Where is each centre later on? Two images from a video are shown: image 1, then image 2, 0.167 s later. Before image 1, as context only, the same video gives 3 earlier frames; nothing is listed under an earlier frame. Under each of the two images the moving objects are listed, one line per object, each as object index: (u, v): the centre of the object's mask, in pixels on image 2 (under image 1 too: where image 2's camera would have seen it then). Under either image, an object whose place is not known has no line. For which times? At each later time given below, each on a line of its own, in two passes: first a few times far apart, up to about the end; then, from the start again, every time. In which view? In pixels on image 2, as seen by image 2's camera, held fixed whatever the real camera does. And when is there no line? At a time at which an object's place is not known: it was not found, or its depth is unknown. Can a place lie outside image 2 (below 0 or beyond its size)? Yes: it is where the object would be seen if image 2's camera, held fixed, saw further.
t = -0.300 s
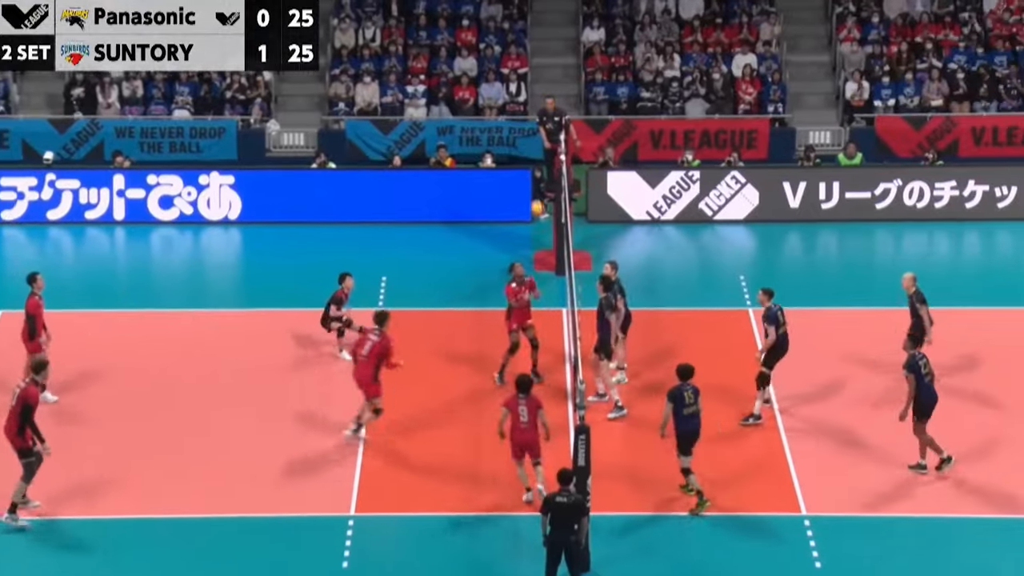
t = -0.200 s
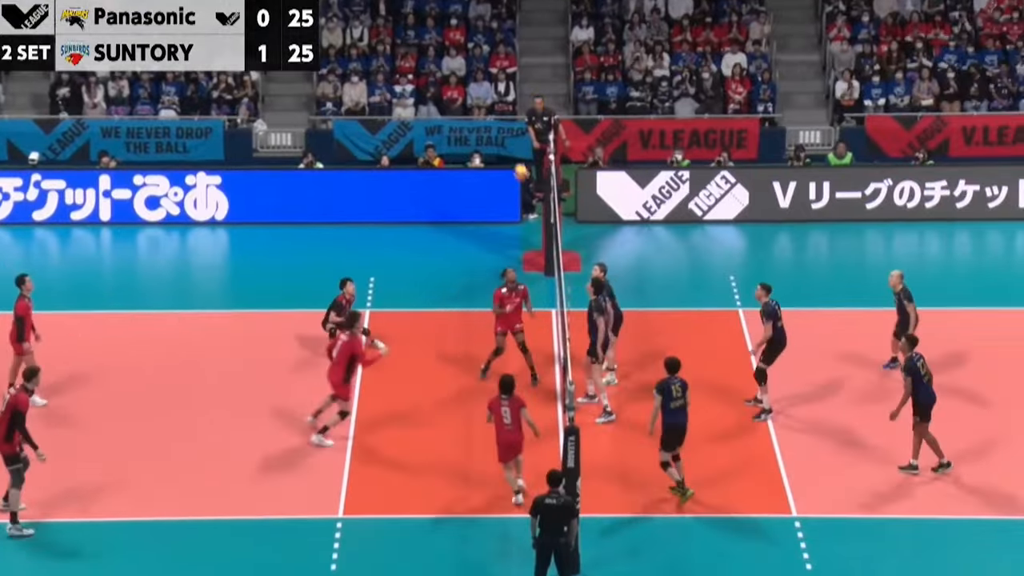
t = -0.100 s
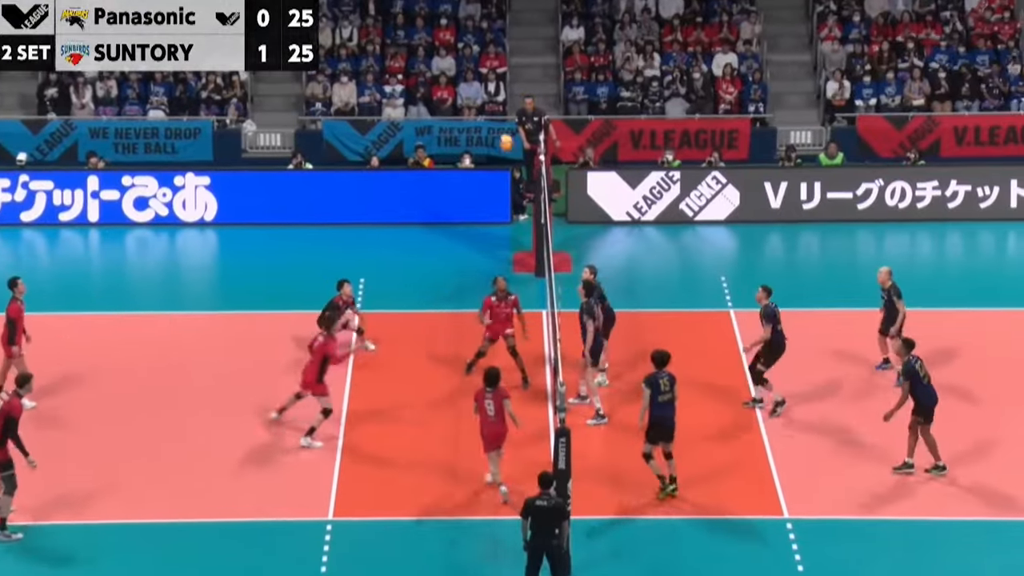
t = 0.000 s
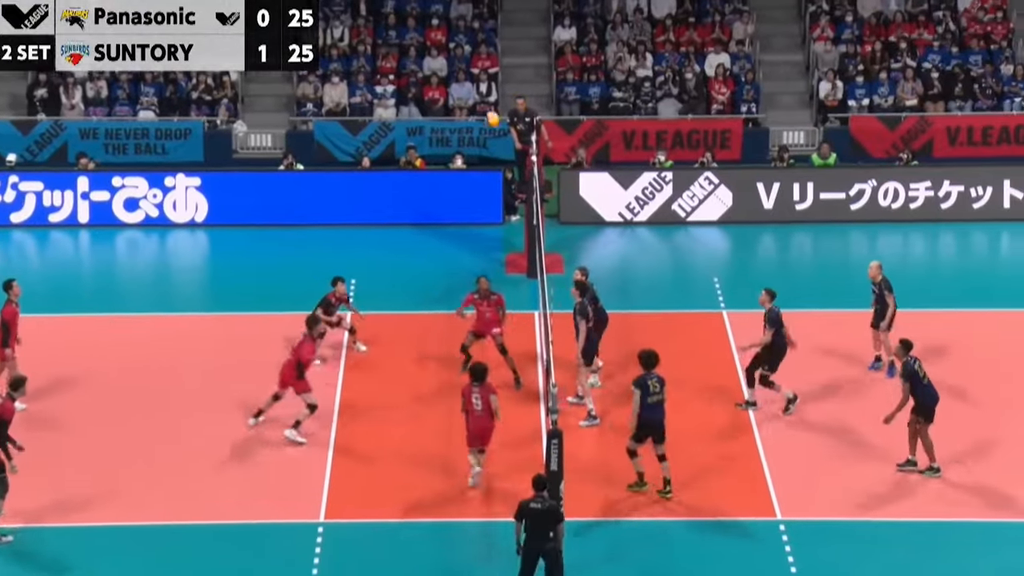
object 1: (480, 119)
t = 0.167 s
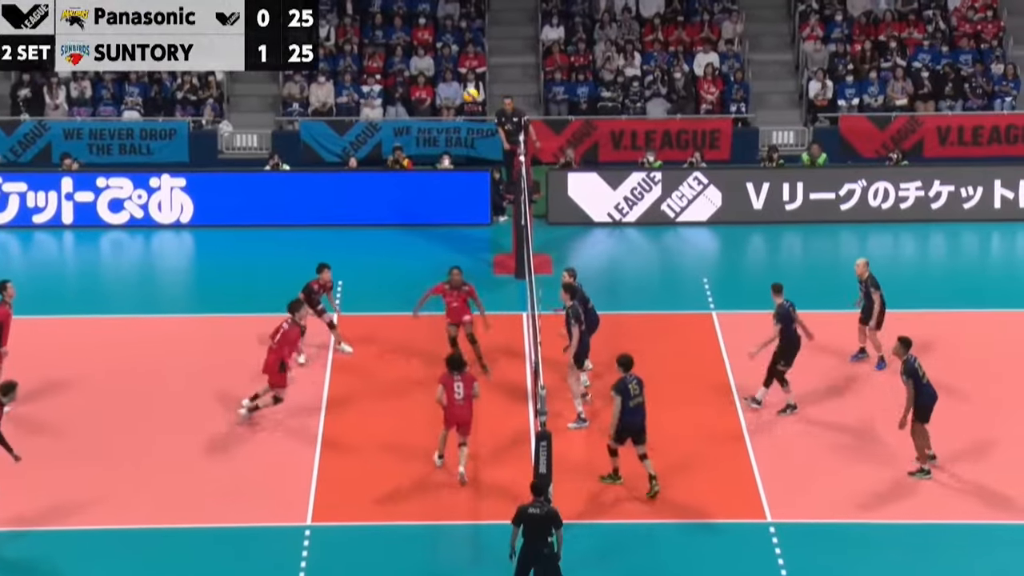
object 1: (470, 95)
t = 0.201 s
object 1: (469, 93)
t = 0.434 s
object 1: (456, 93)
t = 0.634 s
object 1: (445, 126)
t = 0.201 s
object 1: (469, 93)
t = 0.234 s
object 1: (467, 90)
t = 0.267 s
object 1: (465, 90)
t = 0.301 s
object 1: (464, 89)
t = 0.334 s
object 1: (461, 89)
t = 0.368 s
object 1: (459, 90)
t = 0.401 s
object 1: (458, 92)
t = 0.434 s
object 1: (456, 93)
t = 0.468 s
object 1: (455, 96)
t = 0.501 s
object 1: (453, 99)
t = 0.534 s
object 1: (451, 104)
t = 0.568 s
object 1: (448, 112)
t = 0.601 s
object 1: (447, 118)
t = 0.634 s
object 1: (445, 126)
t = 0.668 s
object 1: (443, 134)
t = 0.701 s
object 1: (442, 143)
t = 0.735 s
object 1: (439, 152)
